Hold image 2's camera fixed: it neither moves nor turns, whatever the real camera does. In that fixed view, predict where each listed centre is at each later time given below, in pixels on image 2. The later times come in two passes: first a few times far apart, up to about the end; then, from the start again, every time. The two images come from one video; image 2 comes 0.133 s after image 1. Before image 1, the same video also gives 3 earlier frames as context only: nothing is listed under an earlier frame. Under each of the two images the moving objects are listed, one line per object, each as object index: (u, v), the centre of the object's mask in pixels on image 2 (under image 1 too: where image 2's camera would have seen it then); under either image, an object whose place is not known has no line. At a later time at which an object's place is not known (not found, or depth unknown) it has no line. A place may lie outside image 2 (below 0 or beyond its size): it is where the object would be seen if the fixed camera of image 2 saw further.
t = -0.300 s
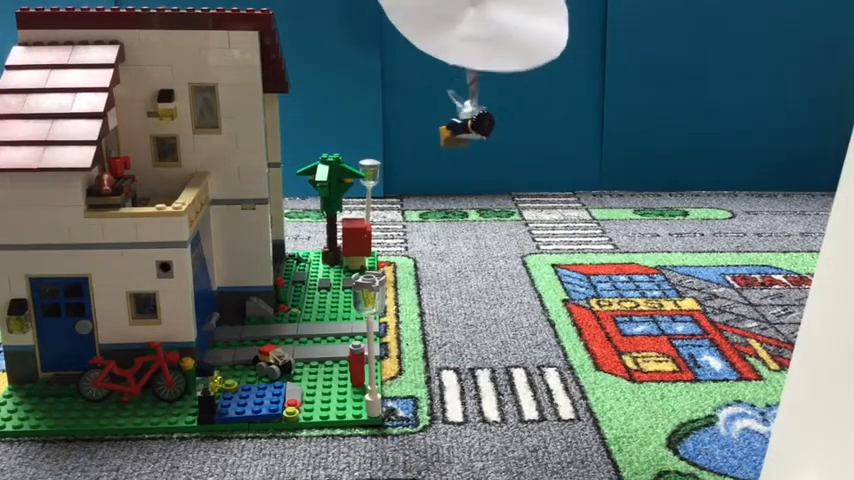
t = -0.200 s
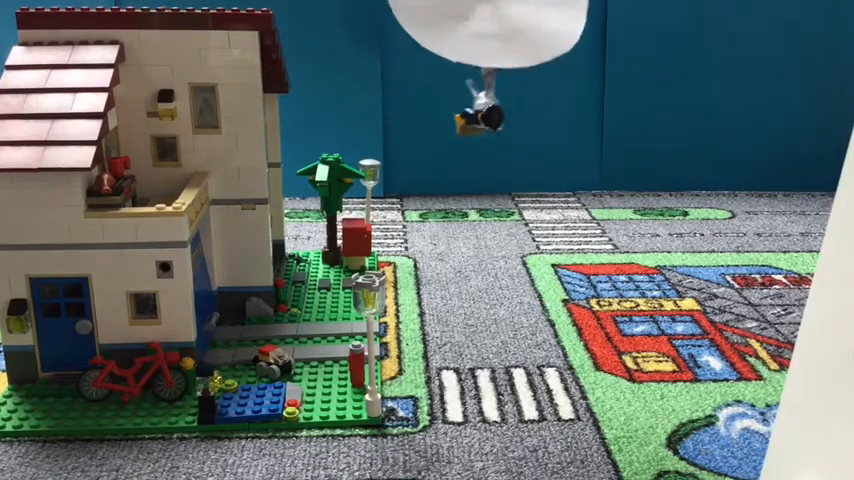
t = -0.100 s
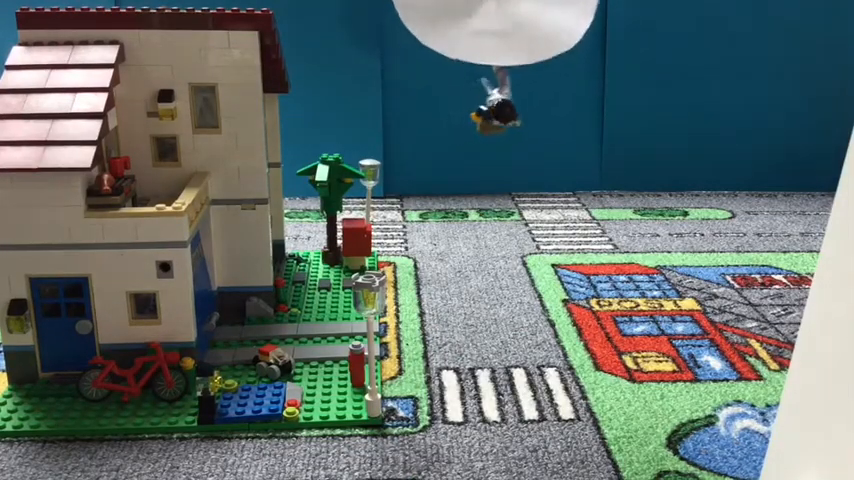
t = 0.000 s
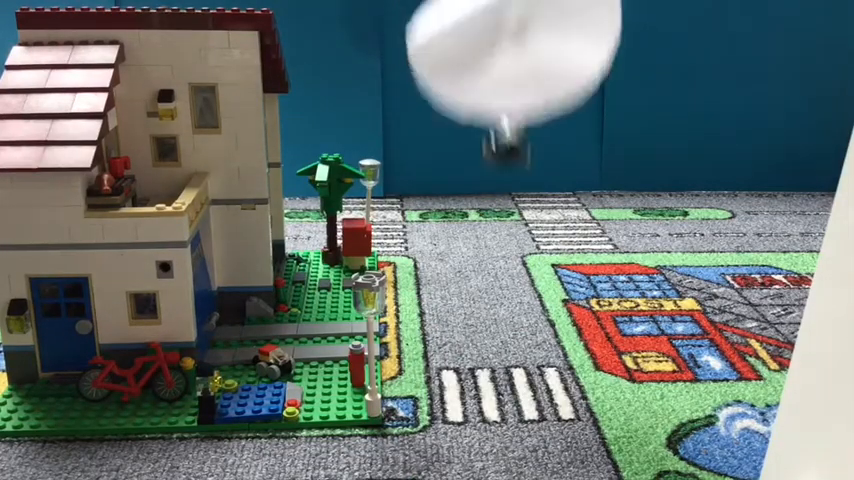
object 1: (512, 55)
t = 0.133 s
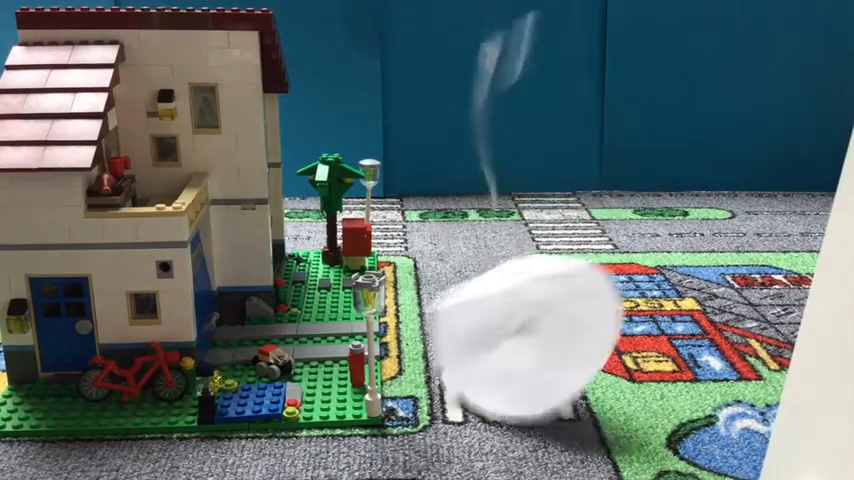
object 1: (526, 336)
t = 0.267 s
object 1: (540, 371)
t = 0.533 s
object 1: (535, 381)
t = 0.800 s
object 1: (534, 383)
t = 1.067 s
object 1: (534, 386)
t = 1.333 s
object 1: (534, 386)
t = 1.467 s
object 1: (534, 387)
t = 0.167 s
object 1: (539, 335)
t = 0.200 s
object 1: (546, 350)
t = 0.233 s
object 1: (543, 369)
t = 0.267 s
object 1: (540, 371)
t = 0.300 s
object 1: (538, 375)
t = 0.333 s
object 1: (535, 379)
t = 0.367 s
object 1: (535, 380)
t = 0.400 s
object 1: (535, 381)
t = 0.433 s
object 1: (535, 381)
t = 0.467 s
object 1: (535, 381)
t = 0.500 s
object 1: (535, 381)
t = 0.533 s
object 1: (535, 381)
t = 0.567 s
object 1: (535, 382)
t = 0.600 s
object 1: (535, 382)
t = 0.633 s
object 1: (535, 382)
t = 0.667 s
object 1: (535, 383)
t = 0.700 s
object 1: (534, 383)
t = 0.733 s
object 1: (534, 383)
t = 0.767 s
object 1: (534, 383)
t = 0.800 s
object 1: (534, 383)
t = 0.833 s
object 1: (534, 383)
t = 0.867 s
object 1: (534, 384)
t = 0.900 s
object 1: (534, 384)
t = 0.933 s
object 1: (534, 385)
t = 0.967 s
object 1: (534, 385)
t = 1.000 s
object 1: (534, 386)
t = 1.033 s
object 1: (534, 386)
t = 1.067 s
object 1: (534, 386)
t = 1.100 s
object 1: (534, 387)
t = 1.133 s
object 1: (534, 386)
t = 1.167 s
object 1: (534, 386)
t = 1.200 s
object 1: (534, 386)
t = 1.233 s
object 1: (534, 387)
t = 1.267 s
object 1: (534, 387)
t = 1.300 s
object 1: (534, 387)
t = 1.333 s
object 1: (534, 386)
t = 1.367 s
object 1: (534, 387)
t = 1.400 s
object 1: (534, 387)
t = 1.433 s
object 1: (534, 387)
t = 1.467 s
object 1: (534, 387)
